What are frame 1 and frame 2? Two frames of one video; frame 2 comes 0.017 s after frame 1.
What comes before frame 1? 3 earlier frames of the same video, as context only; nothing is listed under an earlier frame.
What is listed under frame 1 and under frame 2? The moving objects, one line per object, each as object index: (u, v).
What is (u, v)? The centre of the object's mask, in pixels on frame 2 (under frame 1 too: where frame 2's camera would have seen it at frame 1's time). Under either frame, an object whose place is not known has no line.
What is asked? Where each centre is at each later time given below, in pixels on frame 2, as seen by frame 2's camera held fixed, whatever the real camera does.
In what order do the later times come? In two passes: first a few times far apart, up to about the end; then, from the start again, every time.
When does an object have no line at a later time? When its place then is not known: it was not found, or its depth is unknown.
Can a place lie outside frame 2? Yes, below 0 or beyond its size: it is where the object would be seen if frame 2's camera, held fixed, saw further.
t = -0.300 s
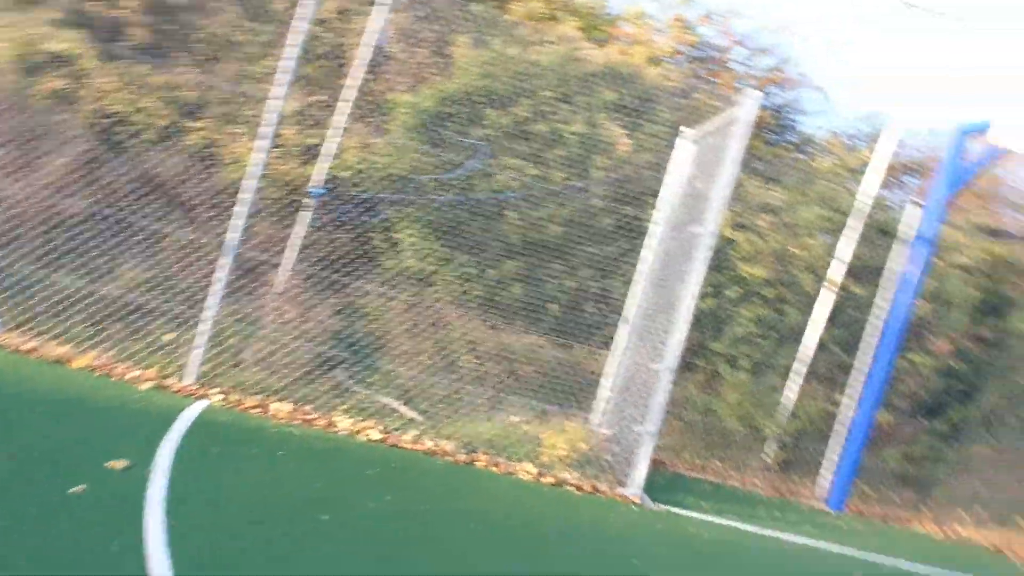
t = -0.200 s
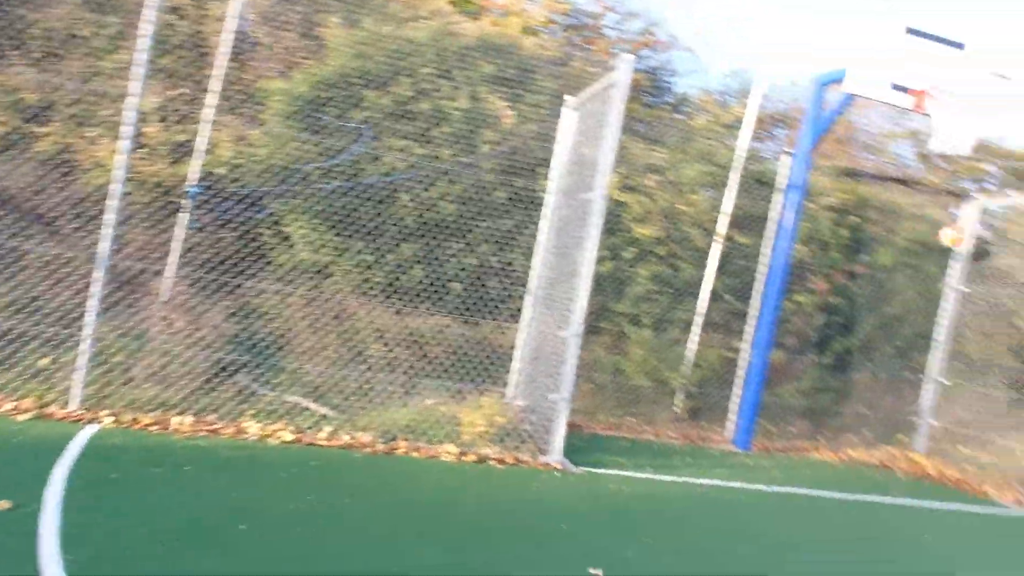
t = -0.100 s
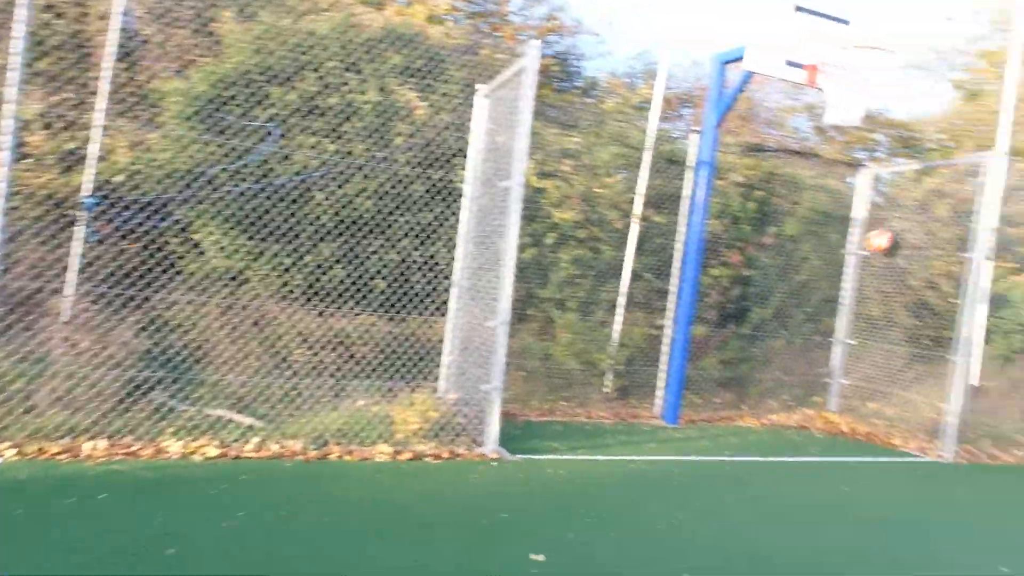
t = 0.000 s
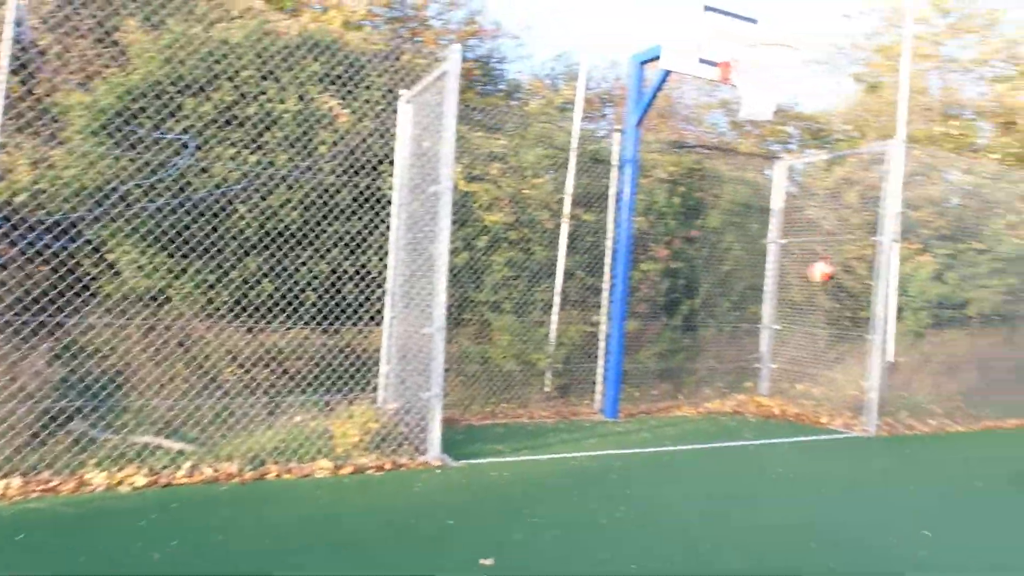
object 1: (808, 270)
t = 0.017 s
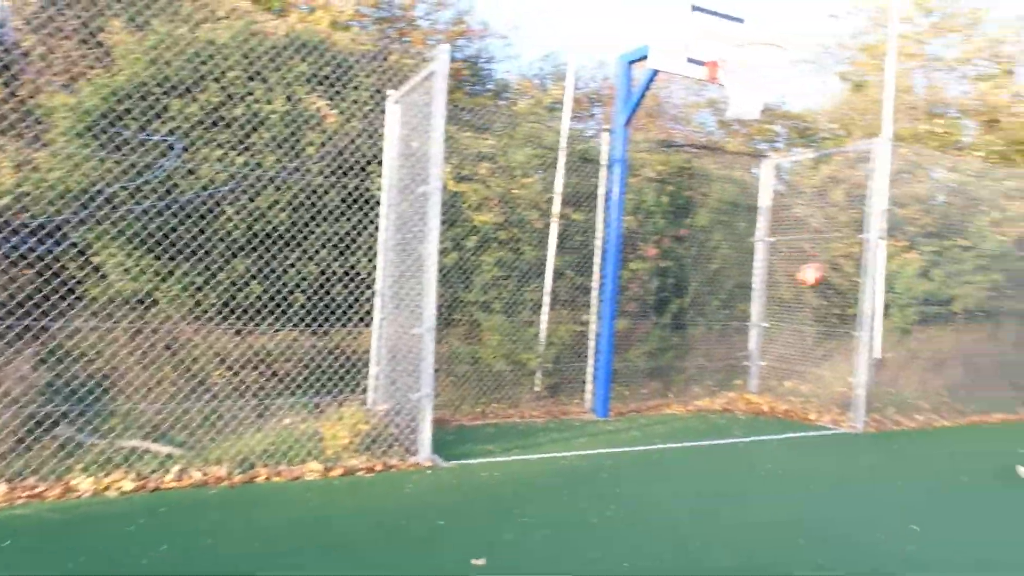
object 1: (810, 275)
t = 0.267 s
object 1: (831, 391)
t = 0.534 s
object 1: (834, 345)
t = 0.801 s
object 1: (831, 310)
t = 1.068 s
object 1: (823, 361)
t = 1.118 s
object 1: (819, 383)
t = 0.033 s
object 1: (811, 280)
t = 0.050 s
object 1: (812, 287)
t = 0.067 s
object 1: (814, 292)
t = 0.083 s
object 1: (816, 299)
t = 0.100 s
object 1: (817, 306)
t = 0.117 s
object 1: (817, 312)
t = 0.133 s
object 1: (818, 319)
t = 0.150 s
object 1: (820, 327)
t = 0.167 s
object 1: (821, 334)
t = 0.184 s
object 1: (822, 342)
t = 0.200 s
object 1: (825, 350)
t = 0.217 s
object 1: (825, 359)
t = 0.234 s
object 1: (826, 367)
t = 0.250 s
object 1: (827, 377)
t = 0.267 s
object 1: (831, 391)
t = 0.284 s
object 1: (830, 398)
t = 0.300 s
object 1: (832, 409)
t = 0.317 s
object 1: (833, 418)
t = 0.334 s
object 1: (833, 416)
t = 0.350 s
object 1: (834, 410)
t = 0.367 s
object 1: (834, 403)
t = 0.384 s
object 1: (834, 396)
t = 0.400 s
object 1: (834, 388)
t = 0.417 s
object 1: (832, 383)
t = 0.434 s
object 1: (833, 376)
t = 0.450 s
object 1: (833, 369)
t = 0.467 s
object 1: (834, 362)
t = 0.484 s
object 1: (834, 358)
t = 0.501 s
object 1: (833, 353)
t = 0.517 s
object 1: (833, 348)
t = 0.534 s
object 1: (834, 345)
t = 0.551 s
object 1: (834, 341)
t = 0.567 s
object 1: (834, 338)
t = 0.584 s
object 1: (833, 333)
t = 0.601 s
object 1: (835, 330)
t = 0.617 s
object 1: (834, 326)
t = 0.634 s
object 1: (834, 323)
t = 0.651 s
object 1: (834, 321)
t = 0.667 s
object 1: (834, 318)
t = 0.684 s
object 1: (833, 316)
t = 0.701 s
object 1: (833, 314)
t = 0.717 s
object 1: (833, 313)
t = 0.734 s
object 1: (833, 312)
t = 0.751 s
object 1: (833, 311)
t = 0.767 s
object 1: (832, 311)
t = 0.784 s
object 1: (831, 310)
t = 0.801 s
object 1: (831, 310)
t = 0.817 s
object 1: (831, 310)
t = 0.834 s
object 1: (830, 311)
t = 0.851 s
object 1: (830, 312)
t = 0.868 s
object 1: (830, 315)
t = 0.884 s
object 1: (830, 315)
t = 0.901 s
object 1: (829, 317)
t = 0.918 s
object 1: (828, 321)
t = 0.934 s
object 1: (828, 323)
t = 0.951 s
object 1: (827, 325)
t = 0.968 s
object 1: (826, 330)
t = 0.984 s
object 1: (826, 334)
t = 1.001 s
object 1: (826, 338)
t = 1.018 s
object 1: (825, 343)
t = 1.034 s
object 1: (824, 349)
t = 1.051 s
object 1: (824, 354)
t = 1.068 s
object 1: (823, 361)
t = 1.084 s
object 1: (822, 368)
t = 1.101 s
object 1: (820, 375)
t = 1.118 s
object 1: (819, 383)
